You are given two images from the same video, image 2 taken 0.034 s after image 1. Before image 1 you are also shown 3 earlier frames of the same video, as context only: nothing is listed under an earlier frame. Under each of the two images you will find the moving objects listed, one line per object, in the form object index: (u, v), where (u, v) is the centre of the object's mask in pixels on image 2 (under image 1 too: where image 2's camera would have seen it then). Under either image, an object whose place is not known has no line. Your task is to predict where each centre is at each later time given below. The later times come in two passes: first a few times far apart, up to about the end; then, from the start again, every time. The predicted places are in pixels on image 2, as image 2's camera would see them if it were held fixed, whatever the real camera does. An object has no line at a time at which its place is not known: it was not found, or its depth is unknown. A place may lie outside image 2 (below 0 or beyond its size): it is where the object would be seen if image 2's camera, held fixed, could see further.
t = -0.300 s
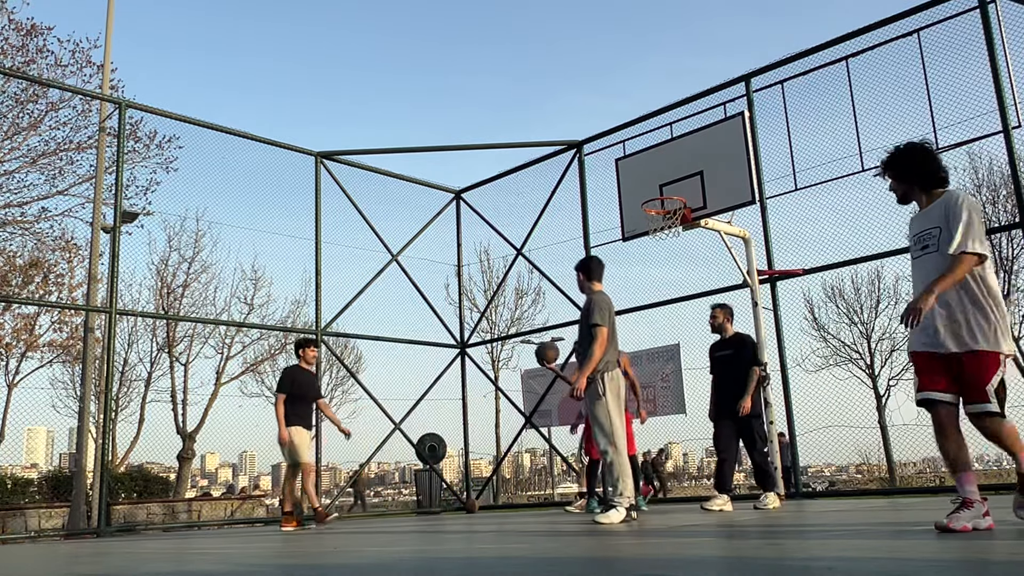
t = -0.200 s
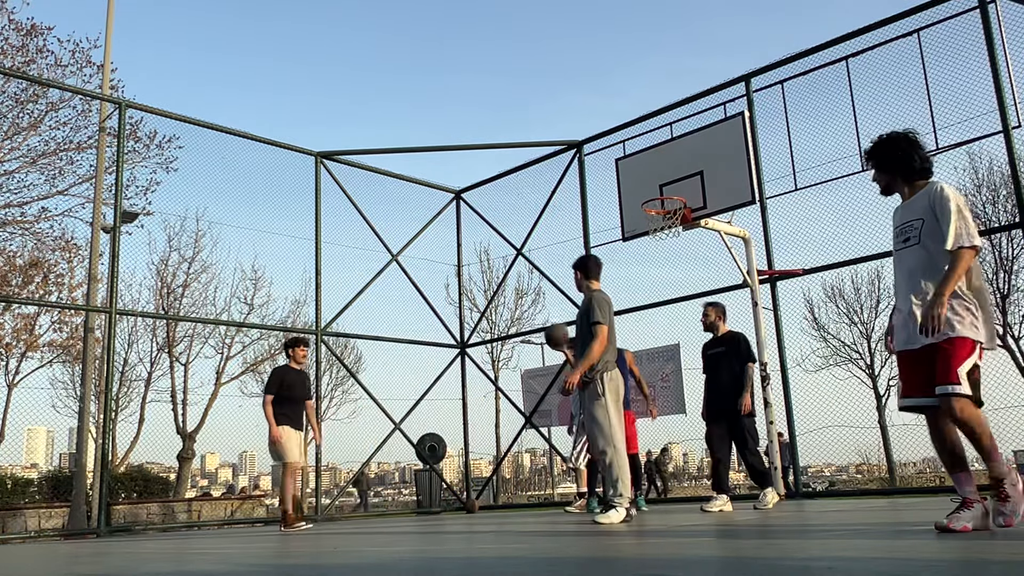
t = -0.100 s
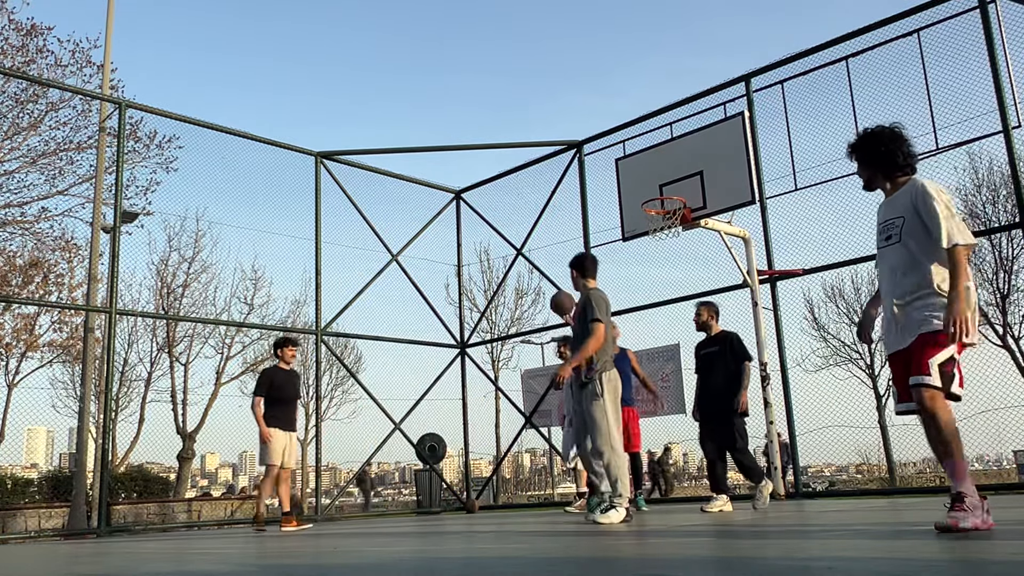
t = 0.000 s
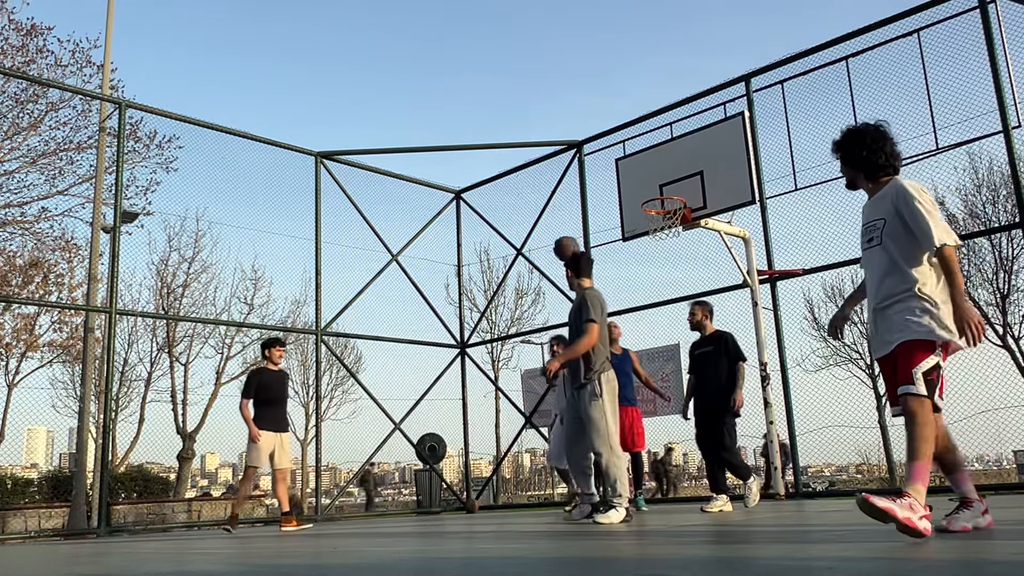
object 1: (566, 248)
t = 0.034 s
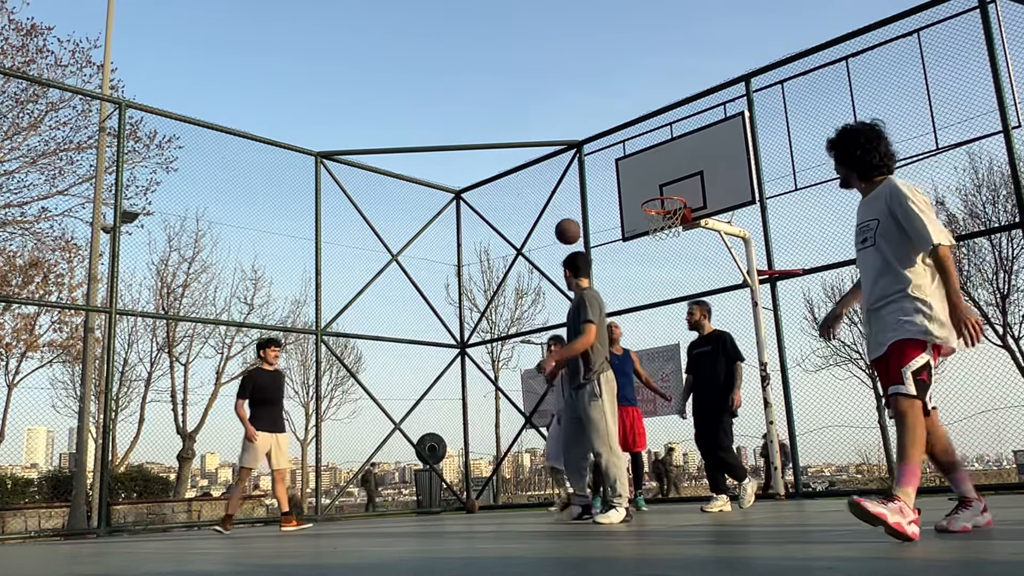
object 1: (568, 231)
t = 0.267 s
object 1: (583, 128)
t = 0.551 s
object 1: (619, 55)
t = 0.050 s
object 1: (569, 223)
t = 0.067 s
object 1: (569, 215)
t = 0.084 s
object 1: (571, 206)
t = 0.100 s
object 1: (571, 199)
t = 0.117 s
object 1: (573, 191)
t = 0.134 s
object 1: (573, 183)
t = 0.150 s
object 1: (575, 176)
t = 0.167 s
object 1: (576, 169)
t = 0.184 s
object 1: (577, 161)
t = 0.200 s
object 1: (578, 155)
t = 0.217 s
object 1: (580, 147)
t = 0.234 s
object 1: (581, 141)
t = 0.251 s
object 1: (582, 134)
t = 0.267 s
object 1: (583, 128)
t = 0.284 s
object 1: (585, 122)
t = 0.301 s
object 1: (586, 116)
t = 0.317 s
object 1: (588, 110)
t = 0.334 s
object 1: (590, 105)
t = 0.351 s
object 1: (591, 100)
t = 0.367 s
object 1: (593, 94)
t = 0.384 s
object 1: (595, 90)
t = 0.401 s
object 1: (597, 85)
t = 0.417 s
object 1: (599, 81)
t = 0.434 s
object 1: (601, 77)
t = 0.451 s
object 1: (603, 72)
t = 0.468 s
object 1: (606, 69)
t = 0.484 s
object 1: (608, 65)
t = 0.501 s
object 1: (611, 62)
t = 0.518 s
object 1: (613, 60)
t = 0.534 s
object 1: (616, 57)
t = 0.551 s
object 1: (619, 55)
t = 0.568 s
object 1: (622, 53)
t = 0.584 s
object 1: (625, 52)
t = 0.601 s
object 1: (628, 51)
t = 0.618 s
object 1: (632, 50)
